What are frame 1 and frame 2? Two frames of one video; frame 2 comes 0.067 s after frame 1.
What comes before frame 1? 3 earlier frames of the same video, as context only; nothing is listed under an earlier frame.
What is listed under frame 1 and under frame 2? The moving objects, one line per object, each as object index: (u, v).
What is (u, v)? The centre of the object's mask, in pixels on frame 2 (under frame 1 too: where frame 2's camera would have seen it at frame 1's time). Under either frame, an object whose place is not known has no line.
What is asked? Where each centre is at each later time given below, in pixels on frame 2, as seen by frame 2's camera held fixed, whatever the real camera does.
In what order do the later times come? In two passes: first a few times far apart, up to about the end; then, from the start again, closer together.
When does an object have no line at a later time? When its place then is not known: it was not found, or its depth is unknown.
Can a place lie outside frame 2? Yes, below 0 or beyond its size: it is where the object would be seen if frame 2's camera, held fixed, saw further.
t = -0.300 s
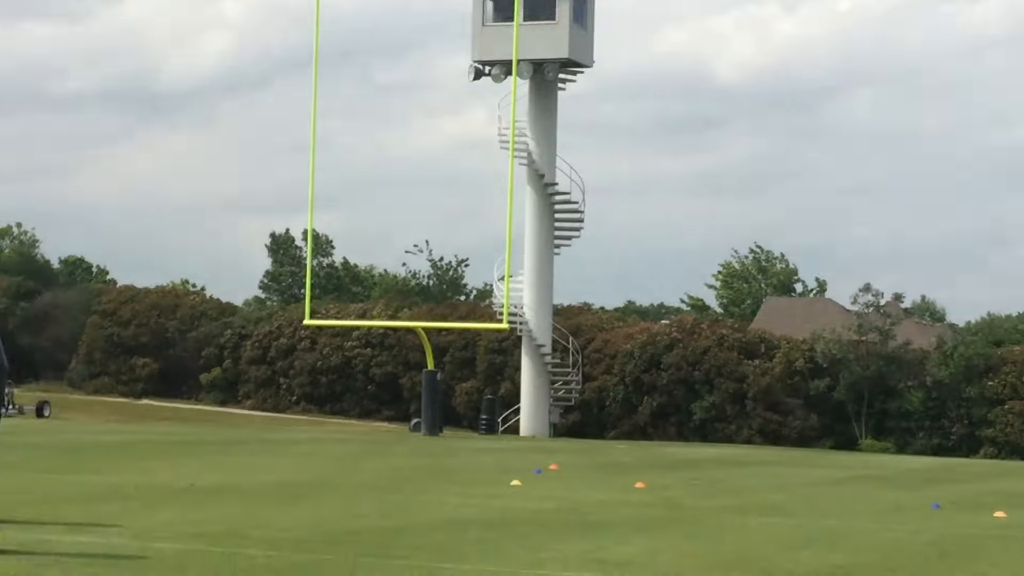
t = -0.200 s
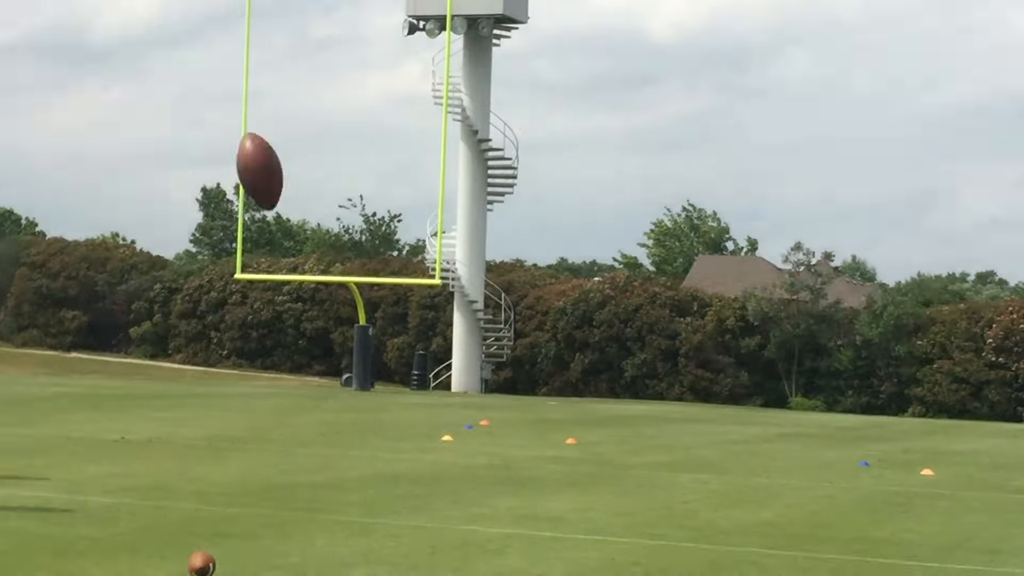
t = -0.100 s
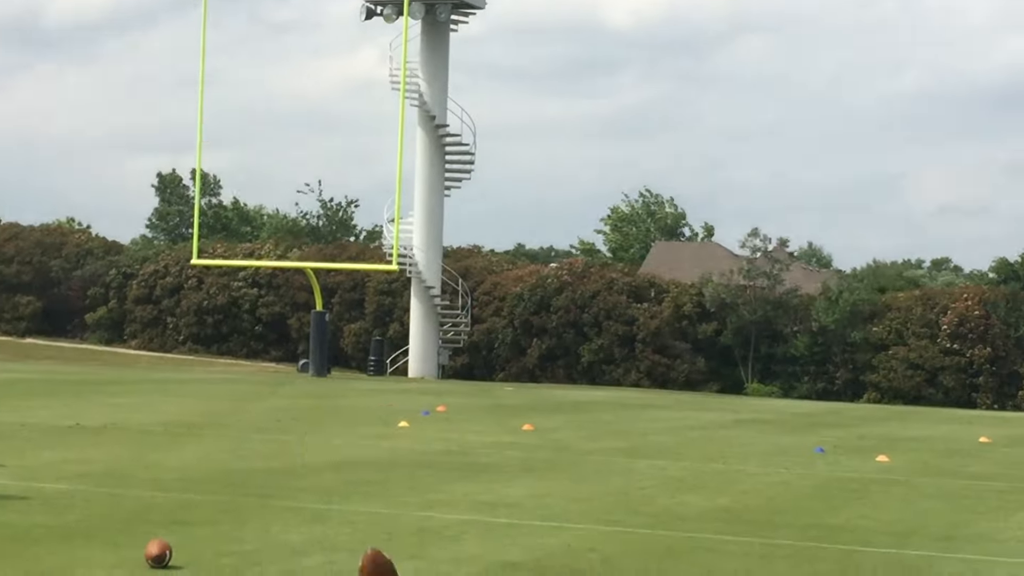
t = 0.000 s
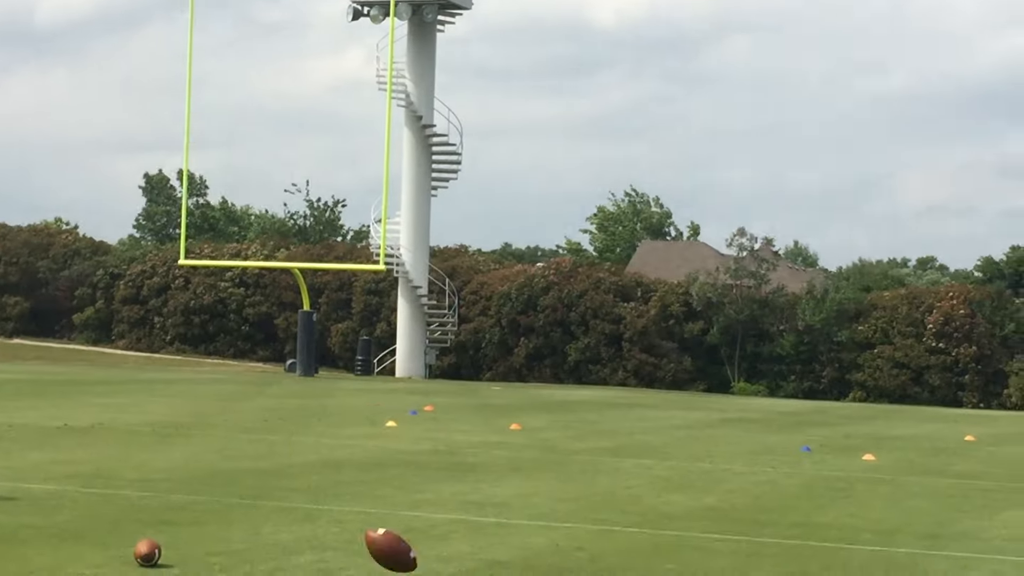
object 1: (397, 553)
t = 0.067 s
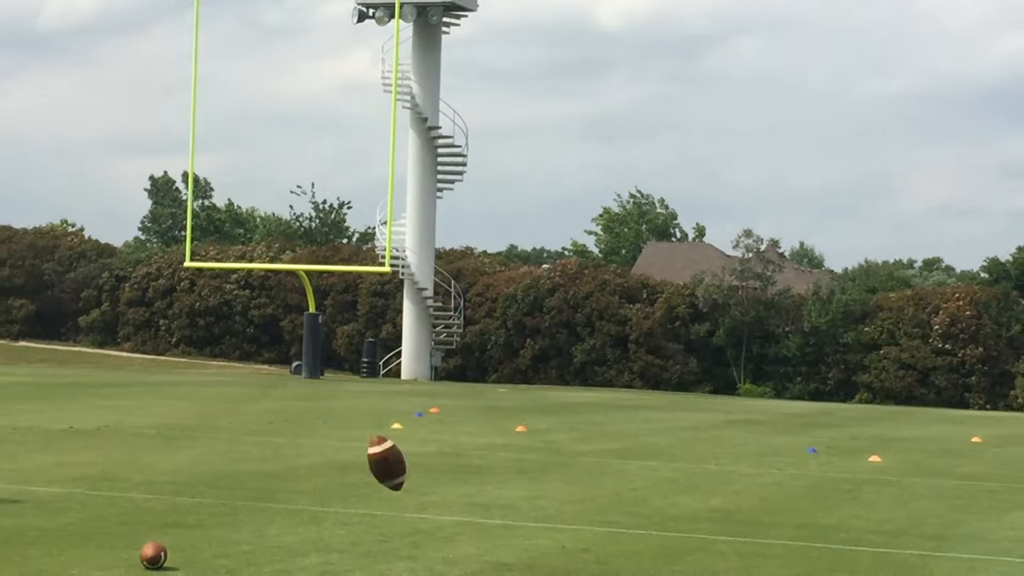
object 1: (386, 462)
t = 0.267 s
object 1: (356, 271)
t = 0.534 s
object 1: (323, 167)
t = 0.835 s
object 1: (284, 210)
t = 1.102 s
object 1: (240, 367)
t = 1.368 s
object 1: (193, 527)
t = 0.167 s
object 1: (372, 353)
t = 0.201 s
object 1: (367, 322)
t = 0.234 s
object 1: (362, 297)
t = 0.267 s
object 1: (356, 271)
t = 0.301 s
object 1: (353, 250)
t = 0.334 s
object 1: (348, 232)
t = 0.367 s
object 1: (343, 215)
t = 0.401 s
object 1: (339, 201)
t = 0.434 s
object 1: (336, 190)
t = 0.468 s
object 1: (331, 180)
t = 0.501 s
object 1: (327, 173)
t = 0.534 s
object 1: (323, 167)
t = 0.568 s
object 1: (319, 165)
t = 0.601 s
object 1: (315, 164)
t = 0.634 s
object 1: (311, 166)
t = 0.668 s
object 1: (307, 168)
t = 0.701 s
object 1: (303, 173)
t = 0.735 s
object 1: (298, 179)
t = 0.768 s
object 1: (294, 188)
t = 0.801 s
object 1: (289, 198)
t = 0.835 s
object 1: (284, 210)
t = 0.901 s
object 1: (275, 239)
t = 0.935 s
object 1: (269, 256)
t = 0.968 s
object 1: (262, 274)
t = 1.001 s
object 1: (260, 293)
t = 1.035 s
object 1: (255, 318)
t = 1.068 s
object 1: (248, 341)
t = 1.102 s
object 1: (240, 367)
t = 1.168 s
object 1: (230, 421)
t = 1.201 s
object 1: (226, 450)
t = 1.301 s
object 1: (214, 545)
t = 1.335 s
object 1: (204, 538)
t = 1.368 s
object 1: (193, 527)
